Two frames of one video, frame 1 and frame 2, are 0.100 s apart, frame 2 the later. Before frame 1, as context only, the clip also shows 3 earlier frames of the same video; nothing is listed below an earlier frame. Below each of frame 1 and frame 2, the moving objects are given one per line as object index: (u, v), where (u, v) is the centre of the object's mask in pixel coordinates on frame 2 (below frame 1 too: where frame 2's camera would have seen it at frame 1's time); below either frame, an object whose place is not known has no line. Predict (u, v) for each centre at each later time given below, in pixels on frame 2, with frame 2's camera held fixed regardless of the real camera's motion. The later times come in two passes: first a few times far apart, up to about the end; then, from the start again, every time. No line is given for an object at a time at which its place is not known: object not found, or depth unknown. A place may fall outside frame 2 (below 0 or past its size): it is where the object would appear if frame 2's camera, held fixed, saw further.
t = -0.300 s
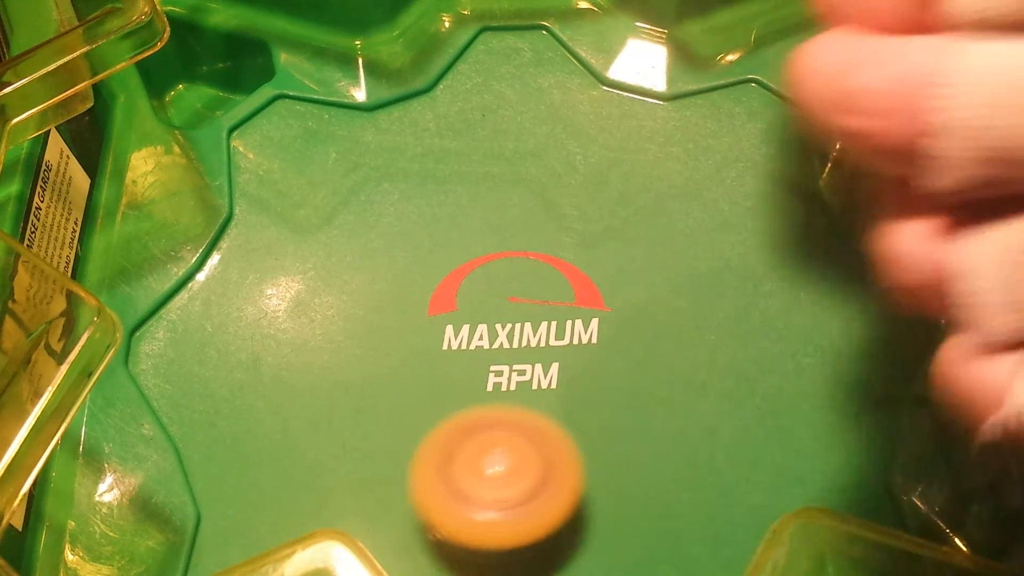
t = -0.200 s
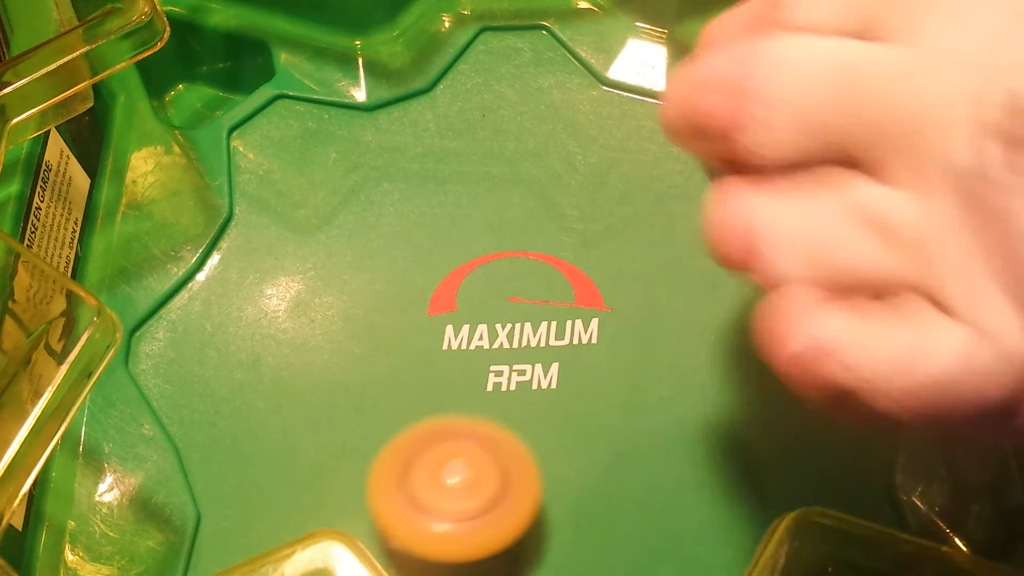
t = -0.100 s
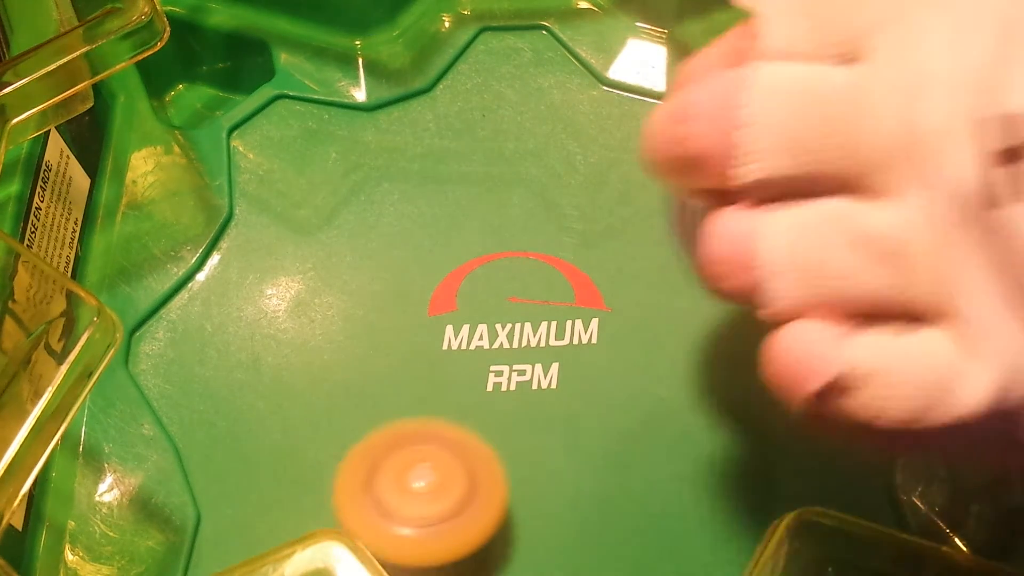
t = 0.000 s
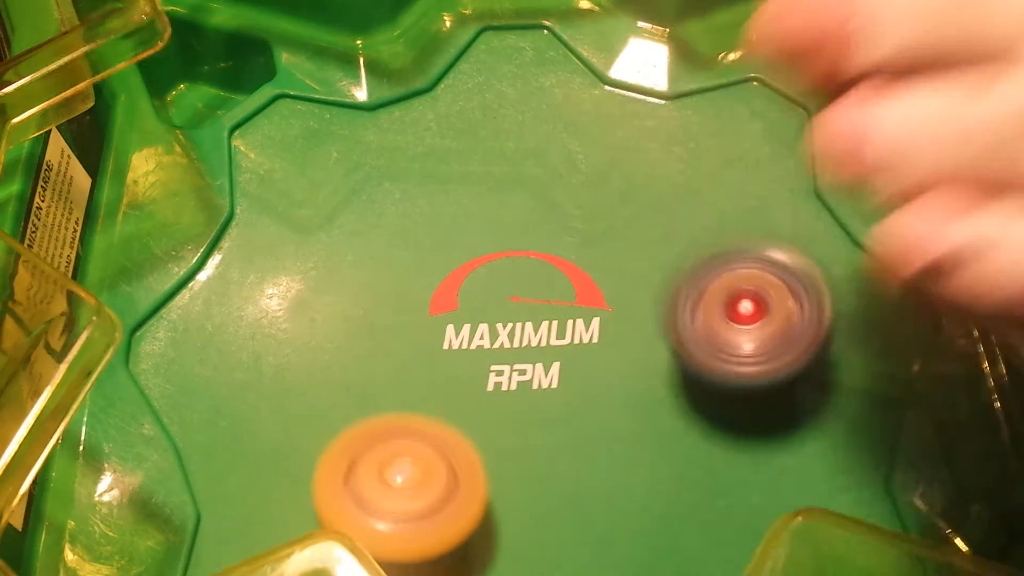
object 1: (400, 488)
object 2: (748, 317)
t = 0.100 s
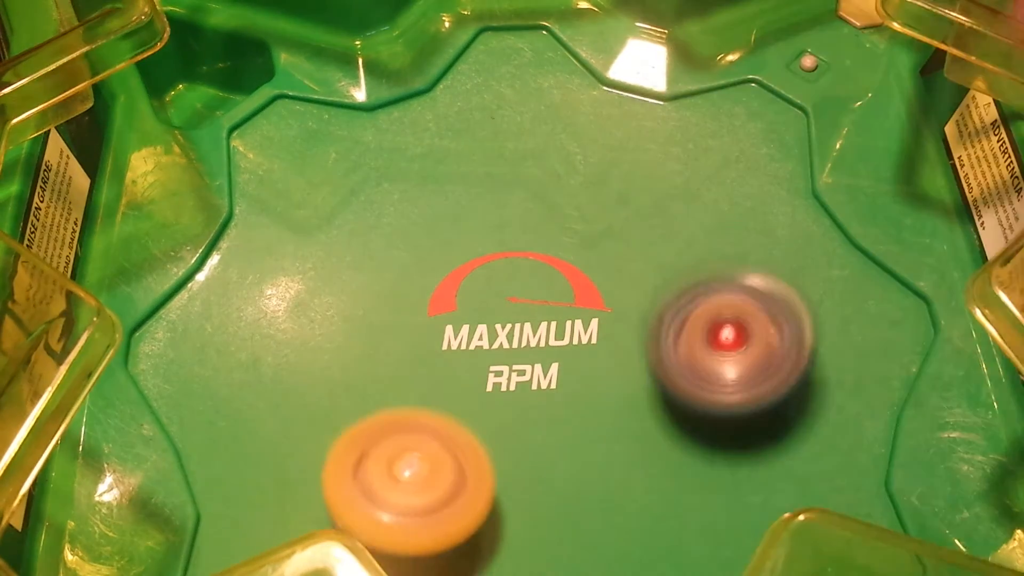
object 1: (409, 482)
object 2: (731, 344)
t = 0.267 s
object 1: (392, 445)
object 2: (758, 379)
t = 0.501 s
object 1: (371, 371)
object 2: (747, 384)
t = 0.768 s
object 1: (363, 295)
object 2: (648, 467)
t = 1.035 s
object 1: (380, 258)
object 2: (644, 497)
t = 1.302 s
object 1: (439, 231)
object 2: (528, 486)
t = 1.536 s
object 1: (521, 202)
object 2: (494, 505)
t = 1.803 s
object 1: (574, 190)
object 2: (416, 427)
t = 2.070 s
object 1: (613, 215)
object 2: (361, 405)
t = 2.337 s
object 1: (666, 275)
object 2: (381, 330)
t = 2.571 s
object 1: (720, 351)
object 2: (358, 278)
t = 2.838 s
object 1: (774, 404)
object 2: (420, 247)
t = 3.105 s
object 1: (709, 416)
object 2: (456, 186)
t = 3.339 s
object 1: (588, 449)
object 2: (504, 198)
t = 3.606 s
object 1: (473, 502)
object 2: (591, 181)
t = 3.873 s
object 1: (438, 502)
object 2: (616, 217)
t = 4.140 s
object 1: (429, 417)
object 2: (707, 266)
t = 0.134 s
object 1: (408, 478)
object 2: (732, 352)
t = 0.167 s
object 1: (404, 471)
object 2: (738, 361)
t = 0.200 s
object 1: (399, 464)
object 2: (746, 370)
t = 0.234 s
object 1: (395, 454)
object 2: (752, 376)
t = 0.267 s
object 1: (392, 445)
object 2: (758, 379)
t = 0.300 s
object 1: (388, 435)
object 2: (764, 382)
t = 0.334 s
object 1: (384, 425)
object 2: (769, 385)
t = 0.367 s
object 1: (381, 414)
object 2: (770, 384)
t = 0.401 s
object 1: (378, 404)
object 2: (770, 383)
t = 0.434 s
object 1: (376, 392)
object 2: (768, 382)
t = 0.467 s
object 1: (374, 382)
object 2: (760, 382)
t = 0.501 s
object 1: (371, 371)
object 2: (747, 384)
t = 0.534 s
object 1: (370, 359)
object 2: (732, 386)
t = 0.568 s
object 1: (368, 349)
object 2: (717, 392)
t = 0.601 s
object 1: (367, 339)
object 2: (701, 401)
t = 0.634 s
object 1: (366, 328)
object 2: (685, 412)
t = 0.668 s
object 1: (364, 319)
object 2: (672, 426)
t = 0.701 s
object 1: (363, 310)
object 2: (661, 438)
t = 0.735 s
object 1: (362, 302)
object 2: (653, 453)
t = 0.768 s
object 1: (363, 295)
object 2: (648, 467)
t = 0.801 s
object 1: (363, 288)
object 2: (647, 481)
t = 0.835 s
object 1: (365, 283)
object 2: (645, 489)
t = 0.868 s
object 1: (366, 277)
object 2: (647, 498)
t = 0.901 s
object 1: (368, 272)
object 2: (648, 502)
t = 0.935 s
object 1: (370, 268)
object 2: (649, 502)
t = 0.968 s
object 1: (373, 265)
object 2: (650, 502)
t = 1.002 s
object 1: (376, 262)
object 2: (649, 501)
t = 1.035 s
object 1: (380, 258)
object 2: (644, 497)
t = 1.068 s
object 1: (385, 255)
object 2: (635, 492)
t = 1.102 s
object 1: (390, 252)
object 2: (623, 487)
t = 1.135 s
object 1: (396, 248)
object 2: (608, 483)
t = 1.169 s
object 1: (403, 245)
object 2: (592, 480)
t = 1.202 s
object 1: (411, 242)
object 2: (575, 480)
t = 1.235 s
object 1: (420, 238)
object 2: (558, 481)
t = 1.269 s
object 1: (429, 235)
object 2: (543, 483)
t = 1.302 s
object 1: (439, 231)
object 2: (528, 486)
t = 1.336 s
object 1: (451, 227)
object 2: (516, 492)
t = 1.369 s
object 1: (462, 223)
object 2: (506, 499)
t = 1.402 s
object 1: (474, 219)
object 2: (499, 504)
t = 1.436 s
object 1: (486, 215)
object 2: (495, 506)
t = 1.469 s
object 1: (498, 210)
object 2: (495, 509)
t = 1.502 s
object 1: (510, 205)
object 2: (495, 509)
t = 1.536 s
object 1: (521, 202)
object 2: (494, 505)
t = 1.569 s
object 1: (531, 198)
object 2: (492, 498)
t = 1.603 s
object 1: (540, 195)
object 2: (489, 488)
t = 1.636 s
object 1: (548, 193)
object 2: (481, 477)
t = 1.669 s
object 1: (554, 191)
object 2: (471, 465)
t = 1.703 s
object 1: (560, 190)
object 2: (460, 454)
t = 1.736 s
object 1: (566, 189)
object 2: (445, 444)
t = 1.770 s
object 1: (570, 189)
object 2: (430, 436)
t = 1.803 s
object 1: (574, 190)
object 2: (416, 427)
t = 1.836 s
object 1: (579, 191)
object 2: (403, 420)
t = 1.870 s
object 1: (582, 192)
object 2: (390, 415)
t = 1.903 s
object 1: (587, 195)
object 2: (380, 411)
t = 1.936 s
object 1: (591, 197)
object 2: (371, 409)
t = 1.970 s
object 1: (596, 200)
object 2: (365, 408)
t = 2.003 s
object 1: (601, 204)
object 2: (361, 408)
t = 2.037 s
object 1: (606, 209)
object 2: (361, 407)
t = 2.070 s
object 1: (613, 215)
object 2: (361, 405)
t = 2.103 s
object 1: (619, 221)
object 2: (363, 401)
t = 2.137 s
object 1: (626, 228)
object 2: (364, 395)
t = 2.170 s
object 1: (633, 236)
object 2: (368, 388)
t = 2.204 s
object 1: (640, 243)
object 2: (371, 379)
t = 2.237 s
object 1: (648, 252)
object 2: (375, 370)
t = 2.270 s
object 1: (655, 260)
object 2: (376, 358)
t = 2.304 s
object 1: (661, 268)
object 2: (379, 344)
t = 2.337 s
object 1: (666, 275)
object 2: (381, 330)
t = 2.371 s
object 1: (672, 283)
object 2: (379, 317)
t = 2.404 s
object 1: (678, 291)
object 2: (374, 304)
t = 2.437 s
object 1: (684, 302)
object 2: (369, 294)
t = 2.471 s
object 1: (692, 314)
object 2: (364, 287)
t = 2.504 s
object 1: (701, 327)
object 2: (361, 282)
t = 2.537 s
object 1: (711, 339)
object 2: (358, 279)
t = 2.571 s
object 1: (720, 351)
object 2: (358, 278)
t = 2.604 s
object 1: (730, 360)
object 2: (359, 276)
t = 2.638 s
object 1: (740, 370)
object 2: (362, 276)
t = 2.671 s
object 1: (749, 378)
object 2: (367, 275)
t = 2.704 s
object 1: (757, 386)
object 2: (375, 272)
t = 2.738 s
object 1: (764, 392)
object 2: (384, 269)
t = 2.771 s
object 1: (769, 397)
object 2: (396, 263)
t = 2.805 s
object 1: (773, 401)
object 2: (408, 255)
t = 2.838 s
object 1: (774, 404)
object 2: (420, 247)
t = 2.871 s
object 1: (773, 406)
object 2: (429, 239)
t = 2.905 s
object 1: (770, 407)
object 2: (437, 229)
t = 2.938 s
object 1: (764, 409)
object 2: (443, 220)
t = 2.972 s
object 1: (756, 410)
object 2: (447, 210)
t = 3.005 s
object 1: (747, 411)
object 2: (451, 201)
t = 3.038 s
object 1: (736, 412)
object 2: (453, 195)
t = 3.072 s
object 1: (723, 413)
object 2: (454, 188)
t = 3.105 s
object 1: (709, 416)
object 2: (456, 186)
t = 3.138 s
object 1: (693, 419)
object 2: (457, 185)
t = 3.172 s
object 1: (676, 423)
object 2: (460, 185)
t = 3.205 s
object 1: (659, 427)
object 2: (465, 187)
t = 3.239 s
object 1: (642, 432)
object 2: (472, 189)
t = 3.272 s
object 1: (624, 437)
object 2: (481, 193)
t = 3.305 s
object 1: (606, 443)
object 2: (492, 195)
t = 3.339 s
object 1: (588, 449)
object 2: (504, 198)
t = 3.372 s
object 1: (571, 455)
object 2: (517, 200)
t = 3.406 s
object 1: (555, 461)
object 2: (532, 201)
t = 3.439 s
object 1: (539, 468)
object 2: (546, 199)
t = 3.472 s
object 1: (524, 475)
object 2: (559, 196)
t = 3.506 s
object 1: (509, 482)
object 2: (569, 193)
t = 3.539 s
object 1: (496, 489)
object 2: (579, 188)
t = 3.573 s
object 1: (484, 496)
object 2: (586, 184)
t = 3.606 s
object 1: (473, 502)
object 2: (591, 181)
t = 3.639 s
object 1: (463, 506)
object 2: (594, 179)
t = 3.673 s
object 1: (456, 509)
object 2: (596, 178)
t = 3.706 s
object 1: (450, 511)
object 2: (597, 179)
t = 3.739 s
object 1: (445, 511)
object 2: (599, 183)
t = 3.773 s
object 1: (442, 510)
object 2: (601, 190)
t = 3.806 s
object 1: (440, 509)
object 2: (605, 198)
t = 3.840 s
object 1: (439, 507)
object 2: (610, 207)
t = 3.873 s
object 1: (438, 502)
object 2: (616, 217)
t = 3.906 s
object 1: (437, 497)
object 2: (624, 227)
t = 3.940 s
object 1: (438, 489)
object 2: (634, 238)
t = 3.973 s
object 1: (437, 480)
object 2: (646, 247)
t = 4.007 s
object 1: (437, 468)
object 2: (660, 254)
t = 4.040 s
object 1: (436, 456)
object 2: (674, 260)
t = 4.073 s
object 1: (434, 444)
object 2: (687, 263)
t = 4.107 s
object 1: (432, 430)
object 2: (698, 265)
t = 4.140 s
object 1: (429, 417)
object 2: (707, 266)
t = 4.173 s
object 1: (426, 404)
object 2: (713, 265)
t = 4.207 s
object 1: (423, 389)
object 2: (718, 265)
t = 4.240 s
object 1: (420, 375)
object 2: (718, 264)
